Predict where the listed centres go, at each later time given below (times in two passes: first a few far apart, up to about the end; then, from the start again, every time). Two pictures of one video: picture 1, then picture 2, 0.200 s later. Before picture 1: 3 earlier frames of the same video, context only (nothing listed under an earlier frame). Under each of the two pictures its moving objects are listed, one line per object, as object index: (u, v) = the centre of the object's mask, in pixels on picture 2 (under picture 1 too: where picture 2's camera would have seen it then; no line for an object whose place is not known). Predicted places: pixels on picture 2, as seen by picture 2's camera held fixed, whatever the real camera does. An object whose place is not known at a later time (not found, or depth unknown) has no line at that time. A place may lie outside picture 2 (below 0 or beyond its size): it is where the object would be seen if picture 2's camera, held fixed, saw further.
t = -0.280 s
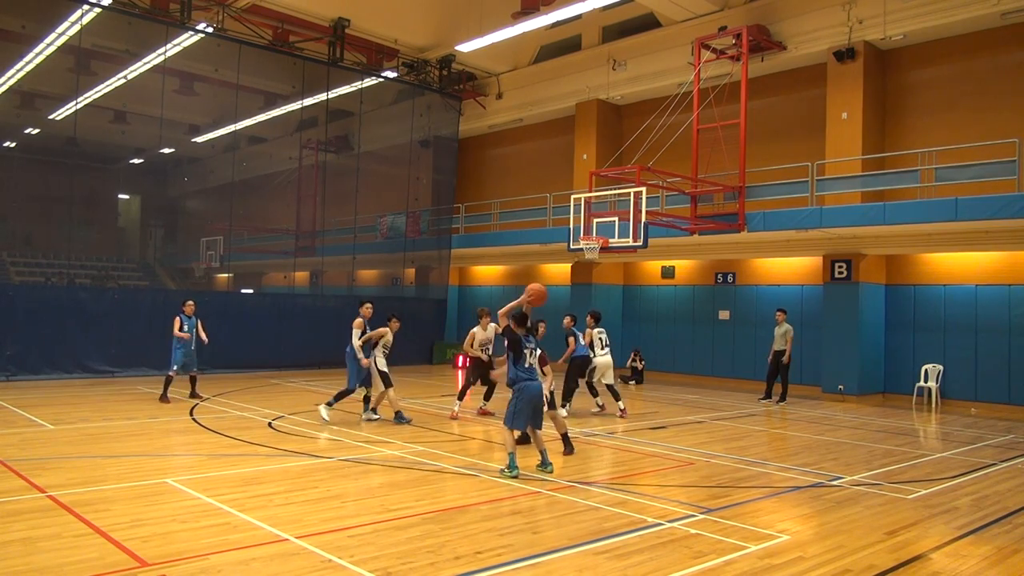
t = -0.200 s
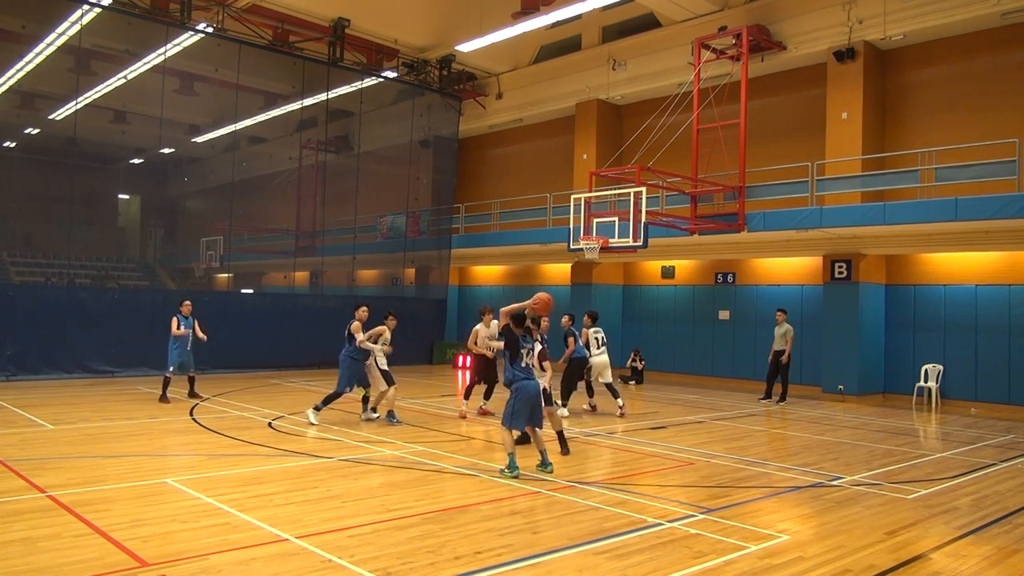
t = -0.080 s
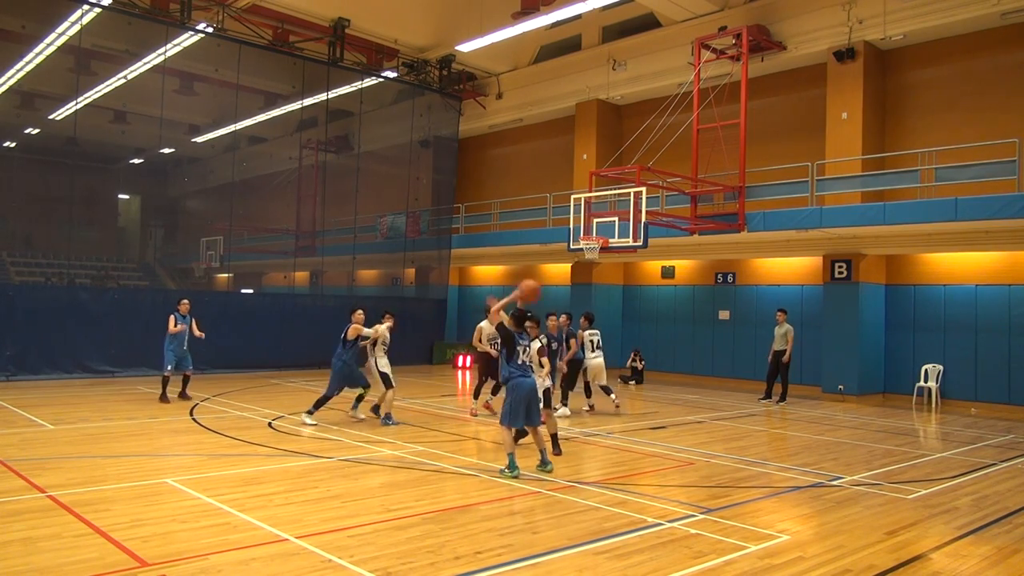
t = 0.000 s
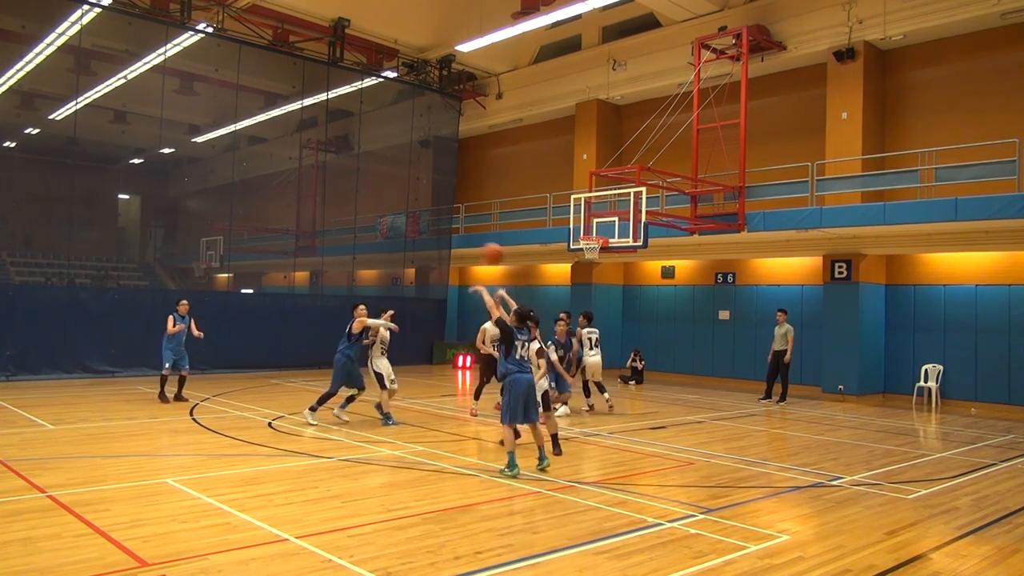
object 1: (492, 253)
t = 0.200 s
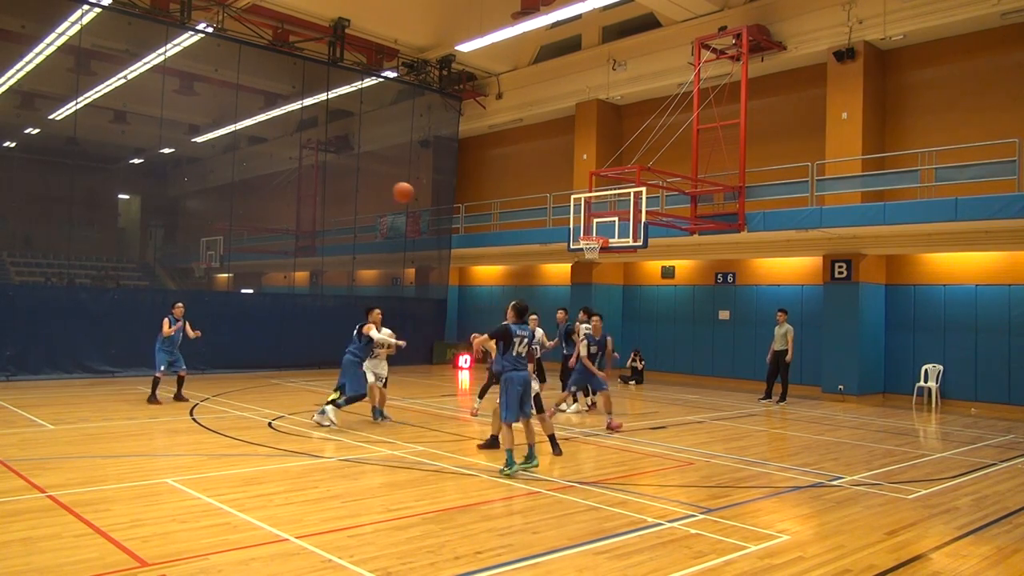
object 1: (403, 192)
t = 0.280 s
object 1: (372, 179)
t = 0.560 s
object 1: (282, 175)
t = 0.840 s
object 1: (209, 216)
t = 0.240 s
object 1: (387, 185)
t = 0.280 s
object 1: (372, 179)
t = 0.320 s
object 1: (358, 175)
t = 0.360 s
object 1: (344, 172)
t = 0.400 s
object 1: (331, 170)
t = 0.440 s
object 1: (318, 170)
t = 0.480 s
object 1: (306, 170)
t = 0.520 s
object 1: (294, 171)
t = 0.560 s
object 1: (282, 175)
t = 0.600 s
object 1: (271, 178)
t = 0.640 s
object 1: (259, 182)
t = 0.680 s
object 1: (249, 188)
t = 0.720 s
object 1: (238, 194)
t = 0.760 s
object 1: (229, 200)
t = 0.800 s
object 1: (219, 208)
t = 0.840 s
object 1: (209, 216)
